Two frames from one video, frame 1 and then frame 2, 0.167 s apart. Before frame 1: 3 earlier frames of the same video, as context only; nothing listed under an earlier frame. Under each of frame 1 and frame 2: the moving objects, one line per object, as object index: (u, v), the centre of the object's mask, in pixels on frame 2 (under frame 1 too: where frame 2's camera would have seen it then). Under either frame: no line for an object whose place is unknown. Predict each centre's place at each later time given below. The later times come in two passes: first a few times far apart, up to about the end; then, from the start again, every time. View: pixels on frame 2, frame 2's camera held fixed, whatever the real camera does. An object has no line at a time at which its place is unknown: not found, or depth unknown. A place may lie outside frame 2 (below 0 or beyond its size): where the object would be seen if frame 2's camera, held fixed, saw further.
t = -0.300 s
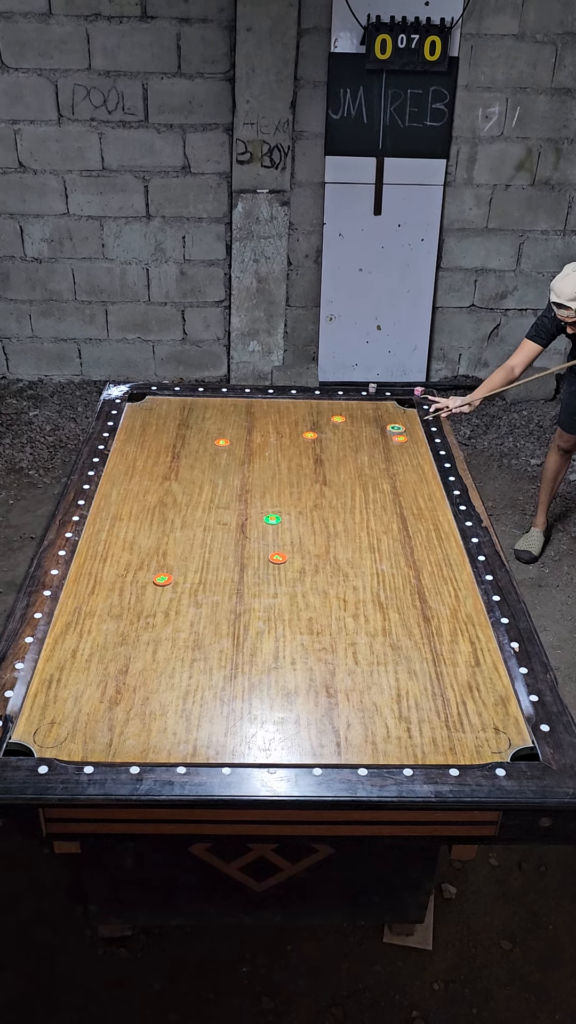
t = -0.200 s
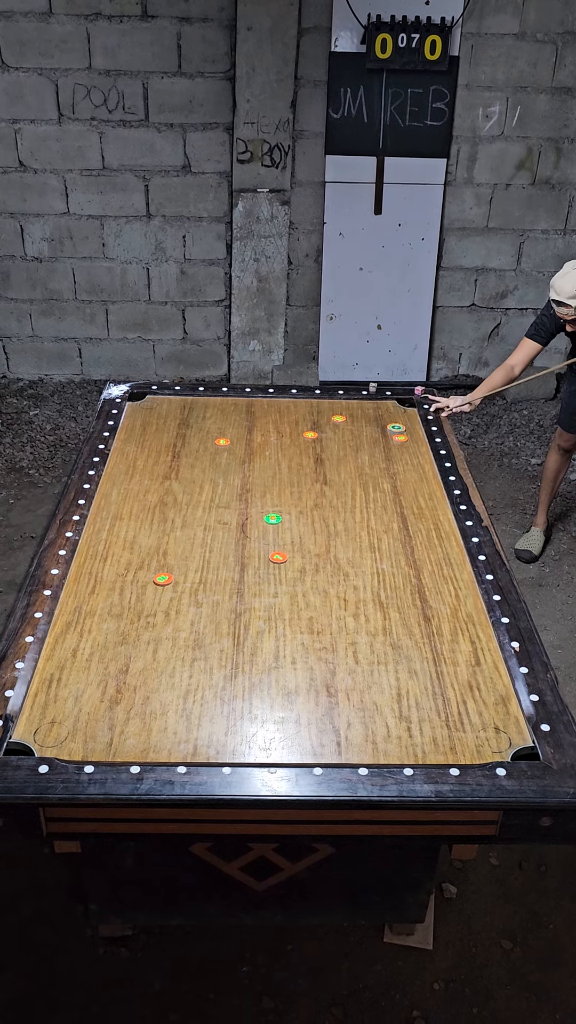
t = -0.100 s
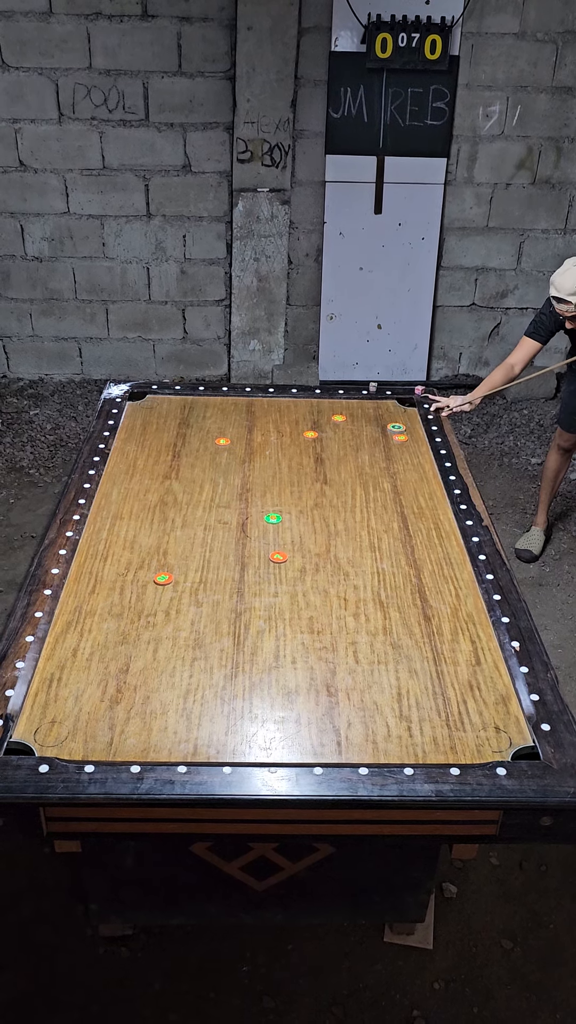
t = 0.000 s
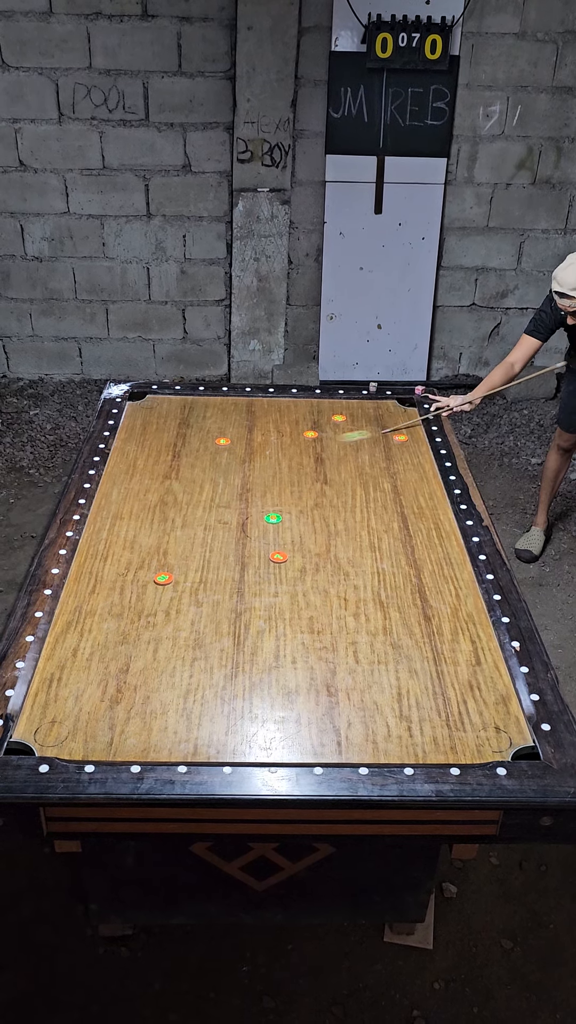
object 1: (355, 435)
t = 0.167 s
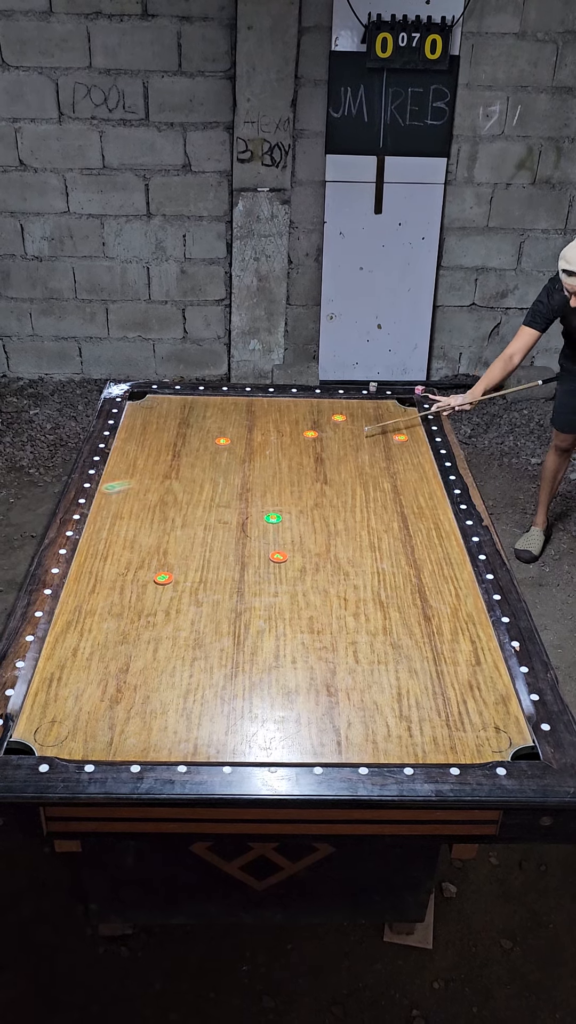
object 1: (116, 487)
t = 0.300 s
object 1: (230, 524)
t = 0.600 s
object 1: (412, 608)
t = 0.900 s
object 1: (180, 658)
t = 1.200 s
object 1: (102, 705)
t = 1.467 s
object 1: (210, 741)
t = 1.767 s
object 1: (288, 743)
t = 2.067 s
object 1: (320, 734)
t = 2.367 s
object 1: (324, 732)
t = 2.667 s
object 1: (324, 732)
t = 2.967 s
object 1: (324, 732)
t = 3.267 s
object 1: (324, 732)
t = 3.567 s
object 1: (324, 732)
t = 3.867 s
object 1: (324, 732)
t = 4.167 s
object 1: (324, 732)
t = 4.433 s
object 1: (324, 732)
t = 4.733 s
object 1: (324, 732)
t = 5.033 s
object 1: (324, 731)
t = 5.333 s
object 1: (324, 731)
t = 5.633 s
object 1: (324, 731)
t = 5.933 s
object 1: (324, 731)
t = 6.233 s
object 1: (324, 731)
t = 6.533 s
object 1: (324, 731)
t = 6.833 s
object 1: (324, 731)
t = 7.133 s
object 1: (324, 731)
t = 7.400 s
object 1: (324, 731)
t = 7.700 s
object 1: (324, 732)
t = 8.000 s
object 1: (324, 732)
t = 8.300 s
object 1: (324, 731)
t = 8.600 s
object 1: (324, 732)
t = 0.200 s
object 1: (134, 496)
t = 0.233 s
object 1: (165, 505)
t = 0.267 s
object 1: (198, 515)
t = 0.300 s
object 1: (230, 524)
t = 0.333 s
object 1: (263, 535)
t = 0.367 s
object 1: (295, 545)
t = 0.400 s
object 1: (331, 555)
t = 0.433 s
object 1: (367, 566)
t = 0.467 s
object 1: (405, 576)
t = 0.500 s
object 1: (443, 588)
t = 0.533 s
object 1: (461, 598)
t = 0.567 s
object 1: (436, 603)
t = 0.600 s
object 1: (412, 608)
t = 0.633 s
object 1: (386, 614)
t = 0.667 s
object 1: (361, 619)
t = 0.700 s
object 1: (335, 626)
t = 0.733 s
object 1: (309, 630)
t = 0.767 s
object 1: (283, 636)
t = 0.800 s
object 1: (257, 642)
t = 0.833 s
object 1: (232, 647)
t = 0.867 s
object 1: (205, 652)
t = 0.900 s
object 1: (180, 658)
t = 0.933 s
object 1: (153, 664)
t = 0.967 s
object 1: (126, 669)
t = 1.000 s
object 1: (101, 674)
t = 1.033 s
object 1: (74, 680)
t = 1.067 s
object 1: (48, 685)
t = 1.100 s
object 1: (56, 690)
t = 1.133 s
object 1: (71, 696)
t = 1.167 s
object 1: (87, 701)
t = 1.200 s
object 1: (102, 705)
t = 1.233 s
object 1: (116, 710)
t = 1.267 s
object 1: (130, 715)
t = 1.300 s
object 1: (144, 718)
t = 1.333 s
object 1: (158, 723)
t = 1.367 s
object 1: (171, 728)
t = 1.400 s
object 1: (185, 732)
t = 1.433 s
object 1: (198, 736)
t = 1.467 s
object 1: (210, 741)
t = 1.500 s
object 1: (223, 744)
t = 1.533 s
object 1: (235, 748)
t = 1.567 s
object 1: (246, 750)
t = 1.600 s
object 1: (256, 751)
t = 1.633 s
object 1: (263, 750)
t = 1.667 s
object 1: (270, 748)
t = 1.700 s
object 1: (276, 746)
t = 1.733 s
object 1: (282, 744)
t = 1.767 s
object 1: (288, 743)
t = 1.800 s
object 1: (293, 741)
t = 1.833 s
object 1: (298, 740)
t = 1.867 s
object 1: (302, 739)
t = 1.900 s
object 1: (306, 738)
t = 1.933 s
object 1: (310, 737)
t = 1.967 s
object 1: (313, 736)
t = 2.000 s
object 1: (316, 735)
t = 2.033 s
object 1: (318, 734)
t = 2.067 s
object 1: (320, 734)
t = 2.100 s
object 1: (322, 733)
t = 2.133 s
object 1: (323, 732)
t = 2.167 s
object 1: (324, 732)
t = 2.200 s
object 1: (324, 732)
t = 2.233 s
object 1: (324, 732)
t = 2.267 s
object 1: (324, 732)
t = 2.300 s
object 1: (324, 732)
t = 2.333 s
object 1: (324, 732)
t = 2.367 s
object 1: (324, 732)
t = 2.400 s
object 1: (324, 732)
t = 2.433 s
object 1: (324, 732)
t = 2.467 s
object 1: (324, 732)
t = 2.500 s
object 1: (324, 732)
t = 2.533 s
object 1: (324, 732)
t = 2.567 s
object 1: (324, 732)
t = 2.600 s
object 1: (324, 732)
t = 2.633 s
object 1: (324, 732)
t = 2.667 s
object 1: (324, 732)
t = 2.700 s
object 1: (324, 732)
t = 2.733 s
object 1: (324, 732)
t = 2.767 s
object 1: (324, 731)
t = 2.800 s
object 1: (324, 731)
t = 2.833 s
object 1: (324, 731)
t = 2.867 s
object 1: (324, 731)
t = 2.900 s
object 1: (324, 731)
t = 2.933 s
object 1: (324, 732)
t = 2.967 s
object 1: (324, 732)
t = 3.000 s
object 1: (324, 732)
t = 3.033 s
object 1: (324, 732)
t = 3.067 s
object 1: (324, 732)
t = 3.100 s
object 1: (324, 732)
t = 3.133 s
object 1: (324, 732)
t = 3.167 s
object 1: (324, 732)
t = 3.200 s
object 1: (324, 731)
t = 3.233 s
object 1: (324, 731)
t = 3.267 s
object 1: (324, 732)
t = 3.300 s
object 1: (324, 732)
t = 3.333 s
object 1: (324, 732)
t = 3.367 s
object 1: (324, 732)
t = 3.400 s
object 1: (324, 732)
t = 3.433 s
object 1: (324, 732)
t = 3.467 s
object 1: (324, 732)
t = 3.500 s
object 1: (324, 732)
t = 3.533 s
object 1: (324, 732)
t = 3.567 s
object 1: (324, 732)
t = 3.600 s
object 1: (324, 732)
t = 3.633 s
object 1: (324, 732)
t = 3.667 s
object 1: (324, 732)
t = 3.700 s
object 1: (324, 732)
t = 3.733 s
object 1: (324, 732)
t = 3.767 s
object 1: (324, 732)
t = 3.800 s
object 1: (324, 732)
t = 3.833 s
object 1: (324, 732)
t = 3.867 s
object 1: (324, 732)
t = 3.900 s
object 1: (324, 732)
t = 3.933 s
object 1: (324, 732)
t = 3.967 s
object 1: (324, 732)
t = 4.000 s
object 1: (324, 732)
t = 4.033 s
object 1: (324, 732)
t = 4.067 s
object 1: (324, 732)
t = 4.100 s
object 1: (324, 732)
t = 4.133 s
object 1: (324, 732)
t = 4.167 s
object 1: (324, 732)
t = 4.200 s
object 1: (324, 732)
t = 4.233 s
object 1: (324, 732)
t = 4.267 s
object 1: (324, 732)
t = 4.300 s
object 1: (324, 732)
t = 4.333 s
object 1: (324, 732)
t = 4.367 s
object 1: (324, 732)
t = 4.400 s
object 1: (324, 732)
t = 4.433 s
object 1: (324, 732)
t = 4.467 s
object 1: (324, 732)
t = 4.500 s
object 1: (324, 731)
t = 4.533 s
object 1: (324, 732)
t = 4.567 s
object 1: (324, 731)
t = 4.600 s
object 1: (324, 731)
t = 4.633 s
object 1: (324, 732)
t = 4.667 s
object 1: (324, 732)
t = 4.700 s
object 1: (324, 732)
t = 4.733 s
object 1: (324, 732)
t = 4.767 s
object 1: (324, 731)
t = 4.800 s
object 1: (324, 731)
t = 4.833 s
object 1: (324, 731)
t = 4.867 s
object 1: (324, 731)
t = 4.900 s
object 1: (324, 731)
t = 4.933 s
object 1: (324, 731)
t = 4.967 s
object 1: (324, 731)
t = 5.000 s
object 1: (324, 732)
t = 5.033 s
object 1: (324, 731)
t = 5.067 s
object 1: (324, 731)
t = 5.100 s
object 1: (324, 731)
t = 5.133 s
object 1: (324, 731)
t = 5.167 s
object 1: (324, 731)
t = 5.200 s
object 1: (324, 731)
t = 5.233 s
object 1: (324, 731)
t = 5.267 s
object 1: (324, 731)
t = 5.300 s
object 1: (324, 731)
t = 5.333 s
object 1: (324, 731)
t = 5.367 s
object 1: (324, 731)
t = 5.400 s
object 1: (324, 731)
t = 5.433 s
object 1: (324, 731)
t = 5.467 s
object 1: (324, 731)
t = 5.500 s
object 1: (324, 731)
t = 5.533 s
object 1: (324, 731)
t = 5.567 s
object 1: (324, 731)
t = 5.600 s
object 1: (324, 731)
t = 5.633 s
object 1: (324, 731)
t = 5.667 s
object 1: (324, 731)
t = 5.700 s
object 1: (324, 731)
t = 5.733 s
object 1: (324, 731)
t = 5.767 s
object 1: (324, 731)
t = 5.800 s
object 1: (324, 731)
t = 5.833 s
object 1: (324, 731)
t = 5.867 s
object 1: (324, 731)
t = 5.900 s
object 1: (324, 731)
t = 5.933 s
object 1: (324, 731)
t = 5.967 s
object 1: (324, 732)
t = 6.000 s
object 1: (324, 731)
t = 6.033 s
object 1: (324, 731)
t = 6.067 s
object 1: (324, 731)
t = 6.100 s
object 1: (324, 731)
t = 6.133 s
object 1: (324, 732)
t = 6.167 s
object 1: (324, 732)
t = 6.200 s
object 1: (324, 732)
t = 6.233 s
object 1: (324, 731)
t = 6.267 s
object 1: (324, 732)
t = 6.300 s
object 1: (324, 731)
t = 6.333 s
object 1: (324, 732)
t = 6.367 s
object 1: (324, 731)
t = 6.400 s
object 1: (324, 731)
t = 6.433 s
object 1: (324, 731)
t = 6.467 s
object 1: (324, 731)
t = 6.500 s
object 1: (324, 732)
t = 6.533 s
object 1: (324, 731)
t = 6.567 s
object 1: (324, 731)
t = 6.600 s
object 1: (324, 731)
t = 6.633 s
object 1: (324, 731)
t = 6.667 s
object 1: (324, 731)
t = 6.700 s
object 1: (324, 731)
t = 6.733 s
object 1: (324, 731)
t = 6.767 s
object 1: (324, 731)
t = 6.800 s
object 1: (324, 731)
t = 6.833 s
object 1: (324, 731)
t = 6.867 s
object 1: (324, 731)
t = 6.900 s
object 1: (324, 731)
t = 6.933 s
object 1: (324, 731)
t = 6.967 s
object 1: (324, 731)
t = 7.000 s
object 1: (324, 731)
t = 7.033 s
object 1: (324, 731)
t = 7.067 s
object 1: (324, 731)
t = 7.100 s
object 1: (324, 731)
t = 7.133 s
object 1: (324, 731)
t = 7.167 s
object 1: (324, 731)
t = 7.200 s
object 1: (324, 731)
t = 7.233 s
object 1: (324, 731)
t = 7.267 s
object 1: (324, 731)
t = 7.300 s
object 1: (324, 731)
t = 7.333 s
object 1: (324, 731)
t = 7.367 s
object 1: (324, 731)
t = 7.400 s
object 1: (324, 731)
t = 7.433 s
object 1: (324, 731)
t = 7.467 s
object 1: (324, 731)
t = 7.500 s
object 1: (324, 731)
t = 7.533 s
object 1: (324, 731)
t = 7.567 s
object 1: (324, 731)
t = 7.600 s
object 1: (324, 731)
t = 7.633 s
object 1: (324, 731)
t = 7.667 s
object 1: (324, 731)
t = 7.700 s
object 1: (324, 732)
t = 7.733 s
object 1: (324, 731)
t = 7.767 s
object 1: (324, 731)
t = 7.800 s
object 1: (324, 732)
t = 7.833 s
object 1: (324, 731)
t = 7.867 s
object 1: (324, 731)
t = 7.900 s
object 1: (324, 731)
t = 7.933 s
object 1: (324, 731)
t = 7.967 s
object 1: (324, 731)
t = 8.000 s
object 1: (324, 732)
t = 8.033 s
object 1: (324, 731)
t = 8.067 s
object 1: (324, 731)
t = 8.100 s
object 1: (324, 731)
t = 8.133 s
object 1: (324, 731)
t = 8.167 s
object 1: (324, 731)
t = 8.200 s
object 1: (324, 731)
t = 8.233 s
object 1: (324, 731)
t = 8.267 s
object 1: (324, 731)
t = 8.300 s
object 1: (324, 731)
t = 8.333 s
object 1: (324, 731)
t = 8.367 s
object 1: (324, 732)
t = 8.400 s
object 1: (324, 731)
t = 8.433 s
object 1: (324, 732)
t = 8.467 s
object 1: (324, 732)
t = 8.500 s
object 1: (324, 732)
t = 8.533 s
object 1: (324, 732)
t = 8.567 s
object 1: (324, 732)
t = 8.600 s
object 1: (324, 732)
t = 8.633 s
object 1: (324, 732)
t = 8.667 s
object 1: (324, 732)
